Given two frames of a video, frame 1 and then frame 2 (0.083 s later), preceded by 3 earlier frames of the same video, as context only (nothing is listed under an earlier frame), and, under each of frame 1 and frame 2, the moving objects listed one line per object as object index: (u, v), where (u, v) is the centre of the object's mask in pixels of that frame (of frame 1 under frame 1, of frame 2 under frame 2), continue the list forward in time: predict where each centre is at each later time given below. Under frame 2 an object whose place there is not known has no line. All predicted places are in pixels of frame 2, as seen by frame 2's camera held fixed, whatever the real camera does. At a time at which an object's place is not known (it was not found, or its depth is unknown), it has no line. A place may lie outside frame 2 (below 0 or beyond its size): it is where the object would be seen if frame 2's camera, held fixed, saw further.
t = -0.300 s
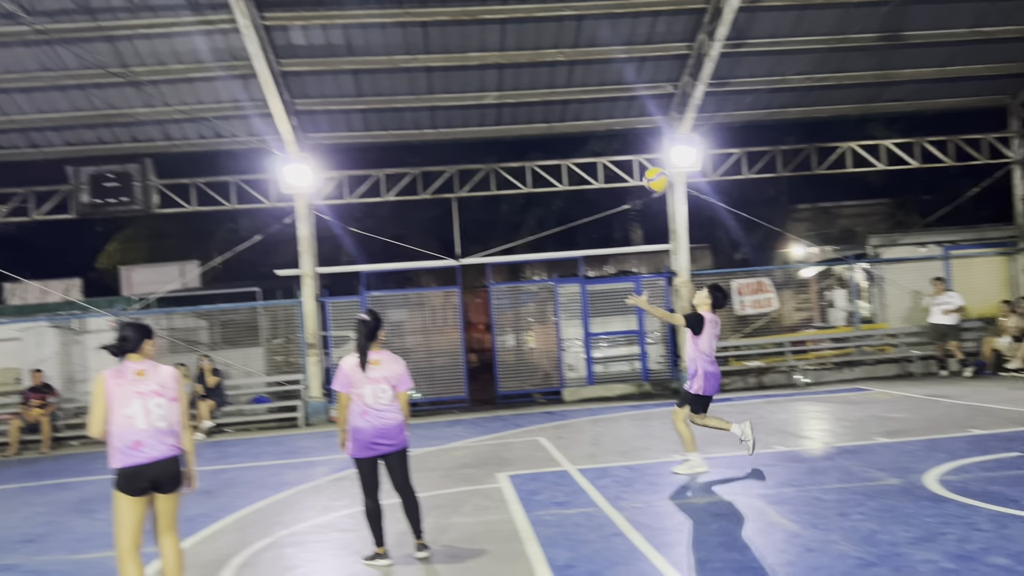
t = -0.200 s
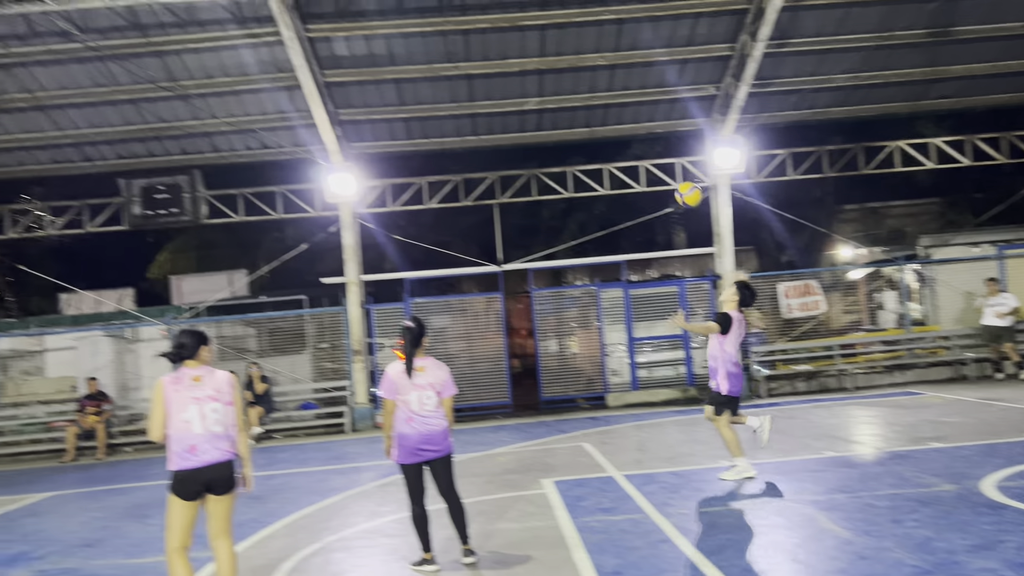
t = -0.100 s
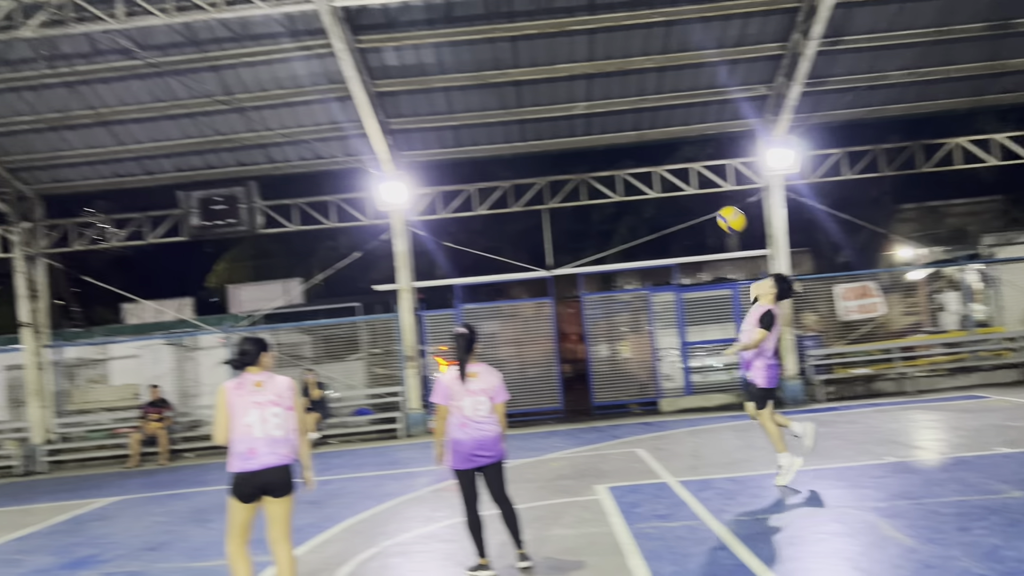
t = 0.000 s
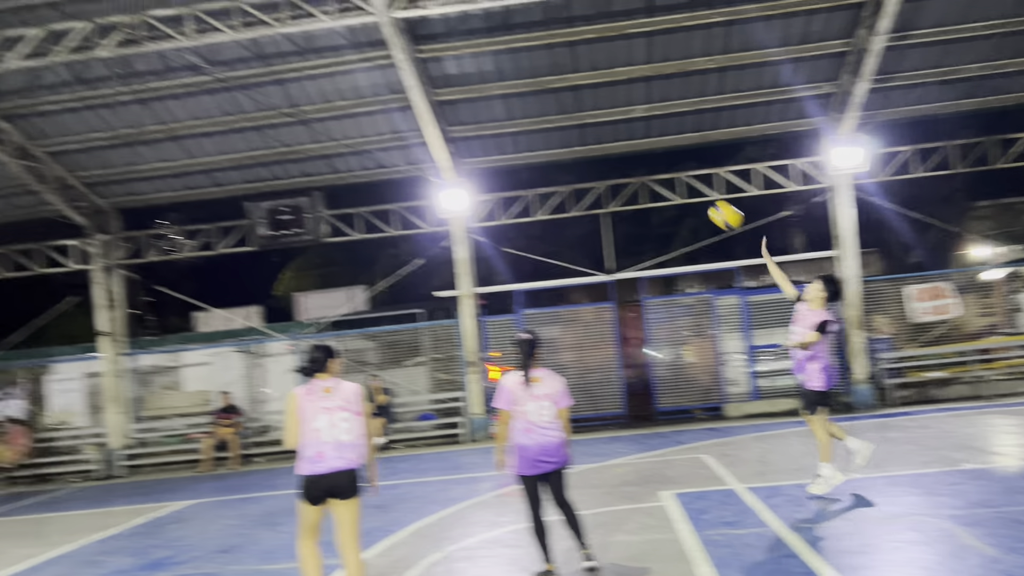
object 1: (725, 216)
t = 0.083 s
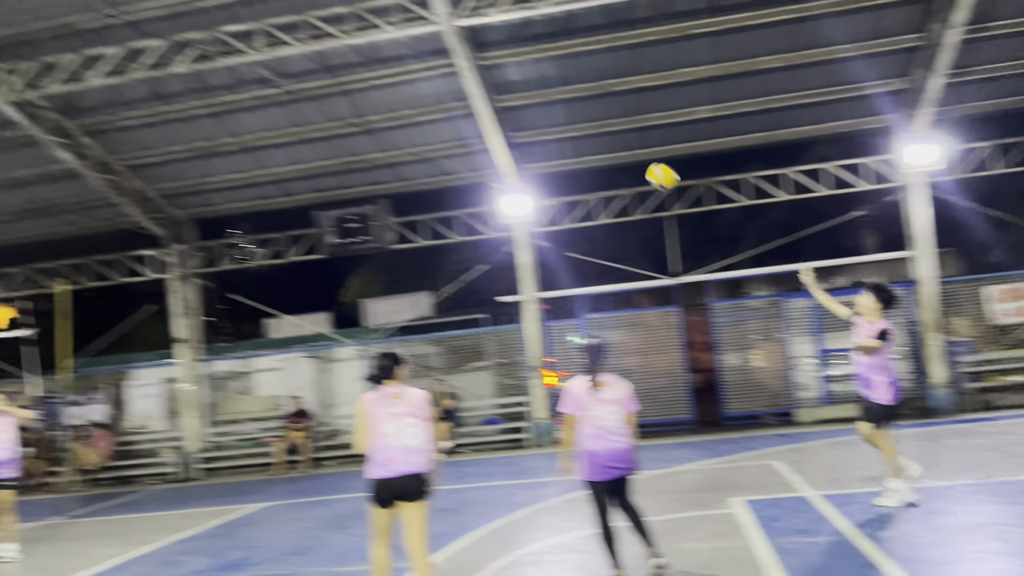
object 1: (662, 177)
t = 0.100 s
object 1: (636, 170)
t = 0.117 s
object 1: (611, 163)
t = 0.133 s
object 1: (586, 157)
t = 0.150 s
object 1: (562, 151)
